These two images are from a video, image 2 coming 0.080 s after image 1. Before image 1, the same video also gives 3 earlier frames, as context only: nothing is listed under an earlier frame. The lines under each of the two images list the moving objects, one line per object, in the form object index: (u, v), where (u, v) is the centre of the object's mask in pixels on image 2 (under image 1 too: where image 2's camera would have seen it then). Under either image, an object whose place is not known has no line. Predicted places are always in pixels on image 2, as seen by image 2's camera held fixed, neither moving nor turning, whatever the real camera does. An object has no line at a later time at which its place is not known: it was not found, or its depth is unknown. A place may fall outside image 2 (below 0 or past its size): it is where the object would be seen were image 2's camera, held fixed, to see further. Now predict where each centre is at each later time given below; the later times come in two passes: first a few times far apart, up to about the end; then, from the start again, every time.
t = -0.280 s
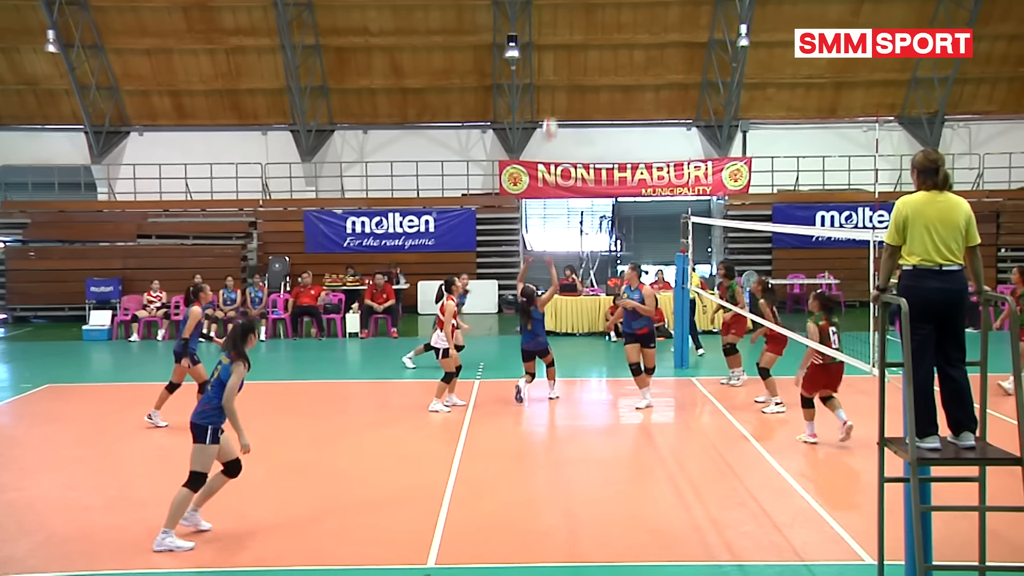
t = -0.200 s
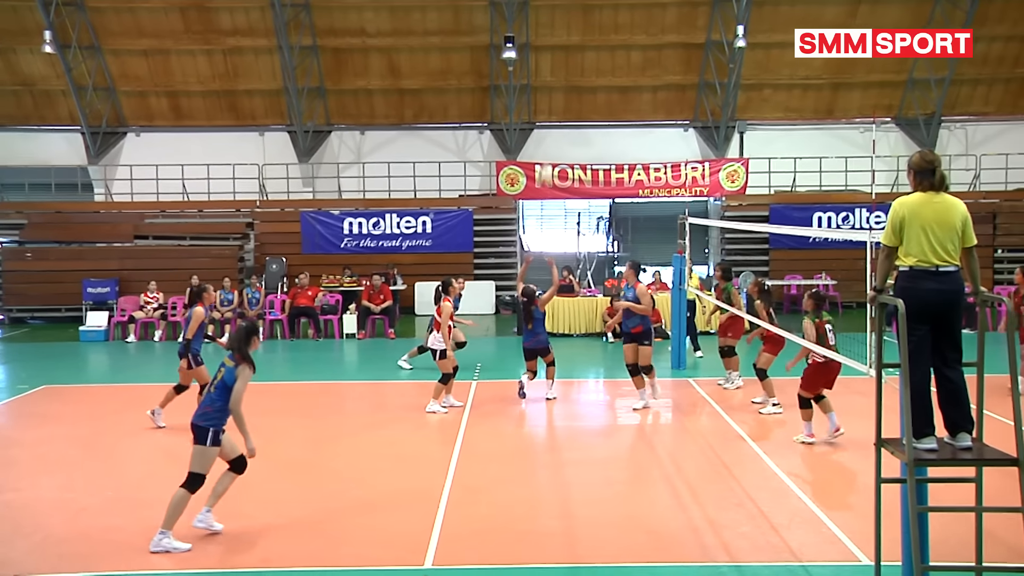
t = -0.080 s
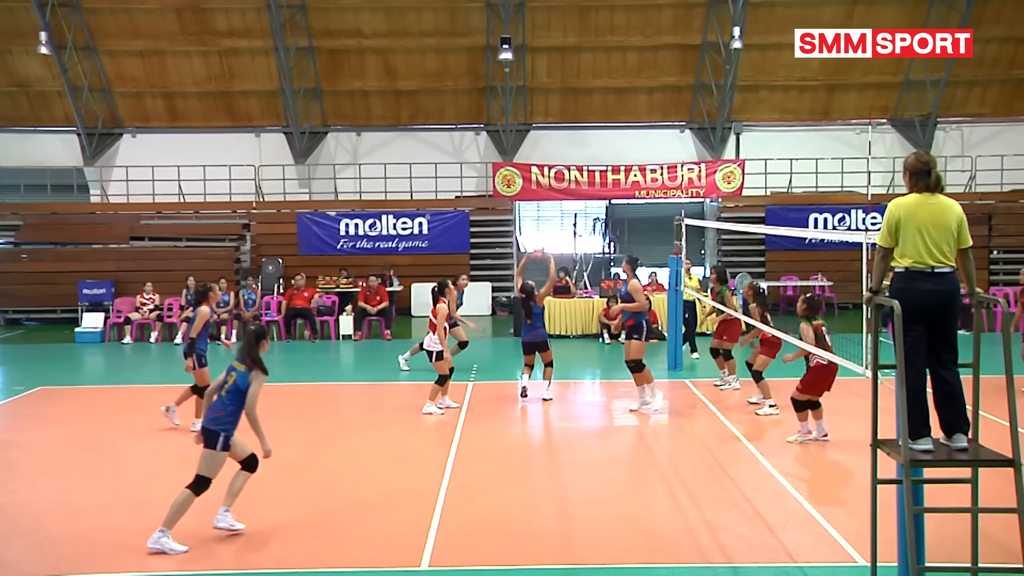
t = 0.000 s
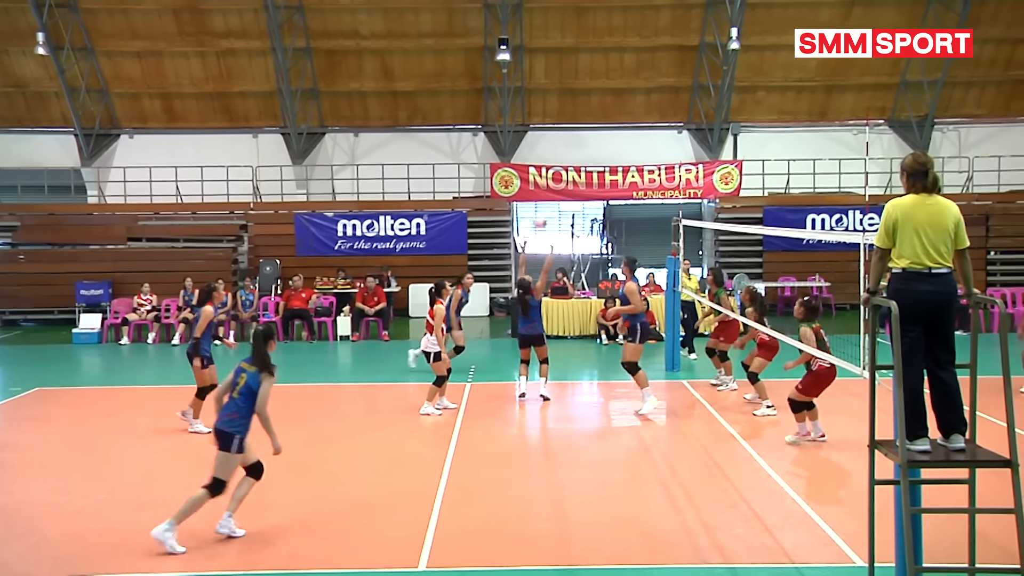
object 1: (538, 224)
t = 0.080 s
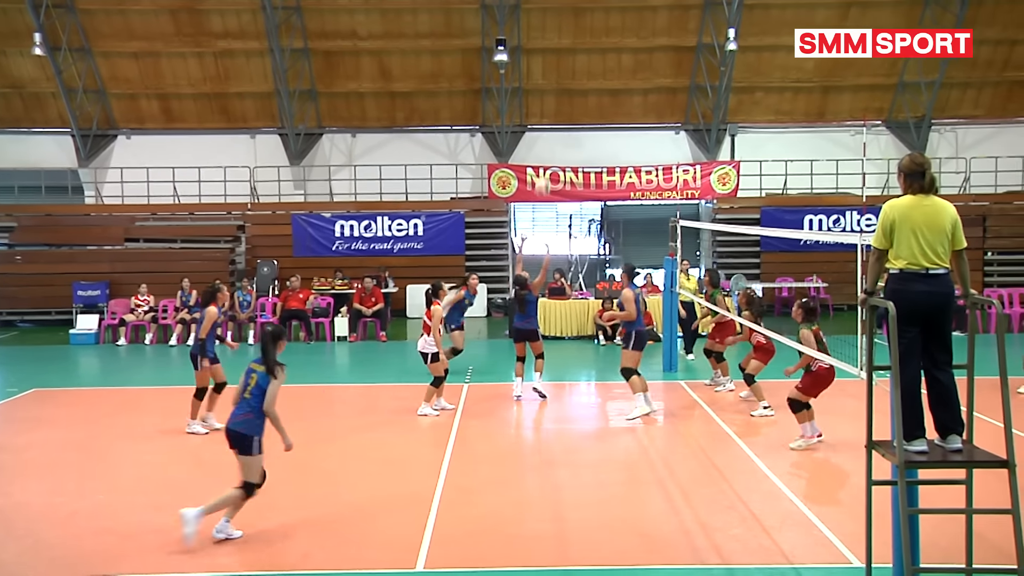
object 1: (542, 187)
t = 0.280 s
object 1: (553, 119)
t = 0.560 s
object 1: (566, 78)
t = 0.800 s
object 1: (575, 91)
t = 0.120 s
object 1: (544, 170)
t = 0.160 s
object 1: (547, 155)
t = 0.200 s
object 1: (549, 143)
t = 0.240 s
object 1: (551, 129)
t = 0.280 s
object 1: (553, 119)
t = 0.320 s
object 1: (555, 110)
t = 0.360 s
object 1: (557, 102)
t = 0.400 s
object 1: (559, 95)
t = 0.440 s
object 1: (561, 88)
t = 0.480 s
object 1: (562, 83)
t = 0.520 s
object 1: (564, 80)
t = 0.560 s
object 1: (566, 78)
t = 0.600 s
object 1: (567, 77)
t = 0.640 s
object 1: (569, 77)
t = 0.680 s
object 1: (570, 79)
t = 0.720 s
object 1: (573, 82)
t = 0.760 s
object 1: (574, 86)
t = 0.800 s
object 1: (575, 91)
